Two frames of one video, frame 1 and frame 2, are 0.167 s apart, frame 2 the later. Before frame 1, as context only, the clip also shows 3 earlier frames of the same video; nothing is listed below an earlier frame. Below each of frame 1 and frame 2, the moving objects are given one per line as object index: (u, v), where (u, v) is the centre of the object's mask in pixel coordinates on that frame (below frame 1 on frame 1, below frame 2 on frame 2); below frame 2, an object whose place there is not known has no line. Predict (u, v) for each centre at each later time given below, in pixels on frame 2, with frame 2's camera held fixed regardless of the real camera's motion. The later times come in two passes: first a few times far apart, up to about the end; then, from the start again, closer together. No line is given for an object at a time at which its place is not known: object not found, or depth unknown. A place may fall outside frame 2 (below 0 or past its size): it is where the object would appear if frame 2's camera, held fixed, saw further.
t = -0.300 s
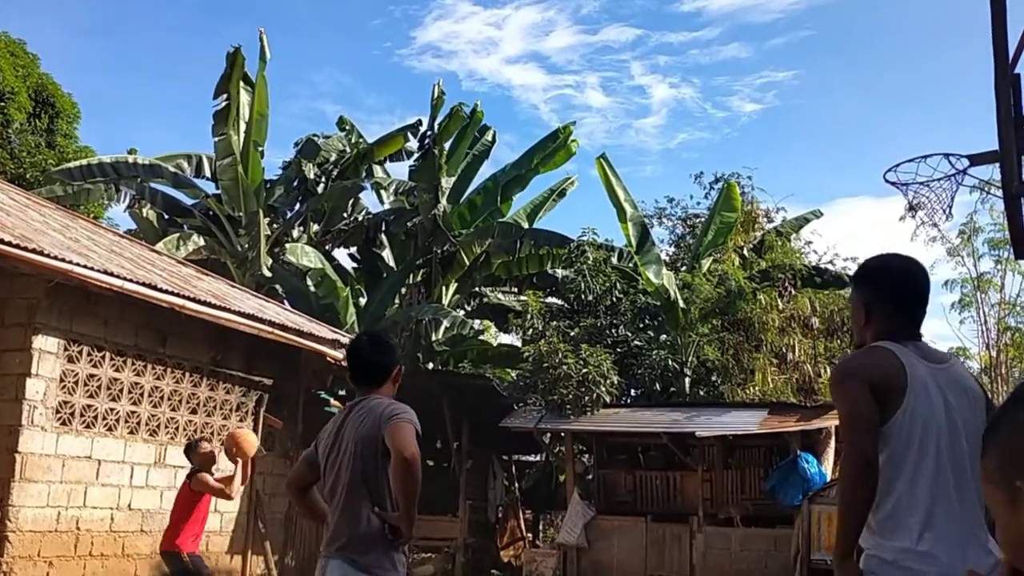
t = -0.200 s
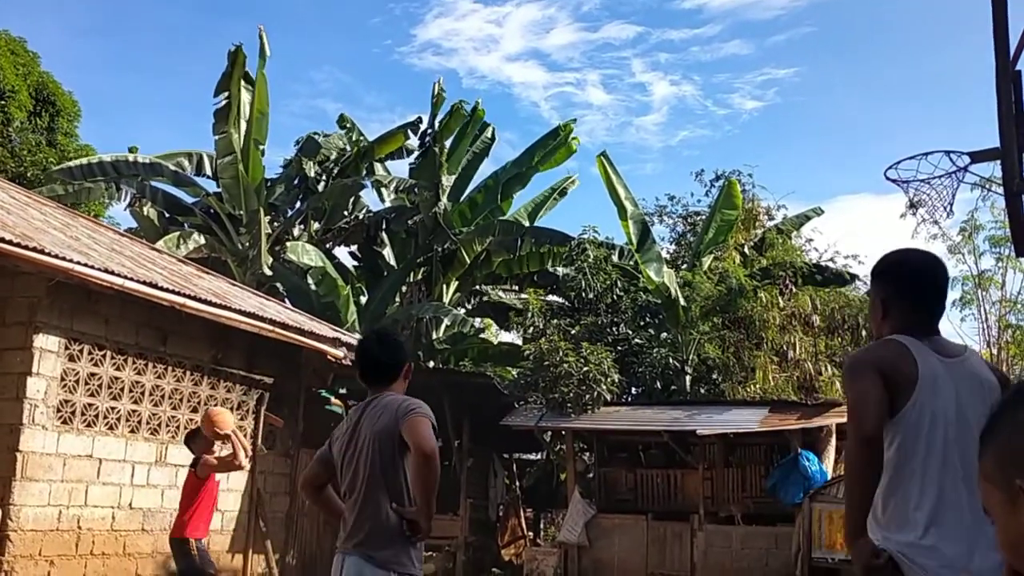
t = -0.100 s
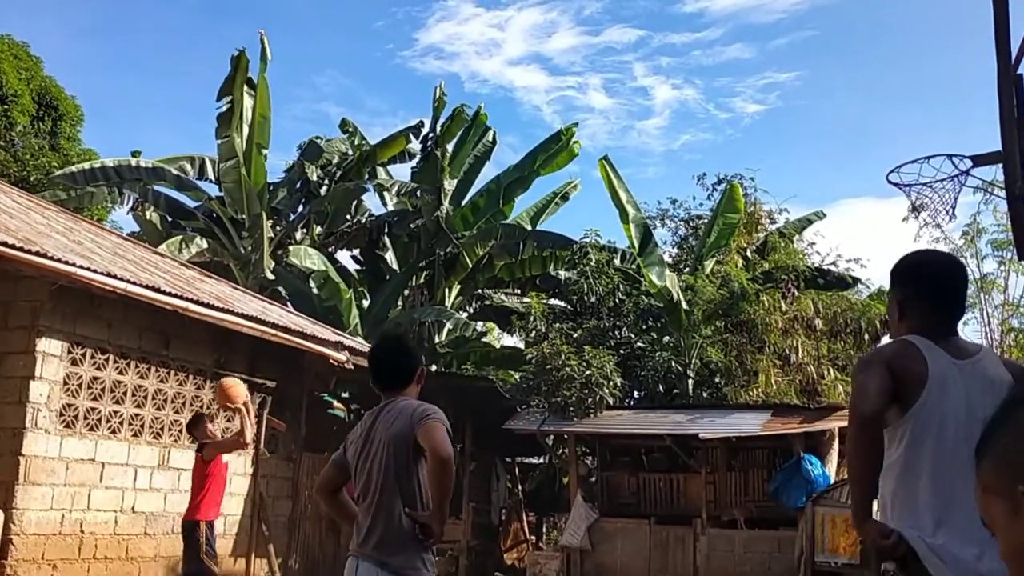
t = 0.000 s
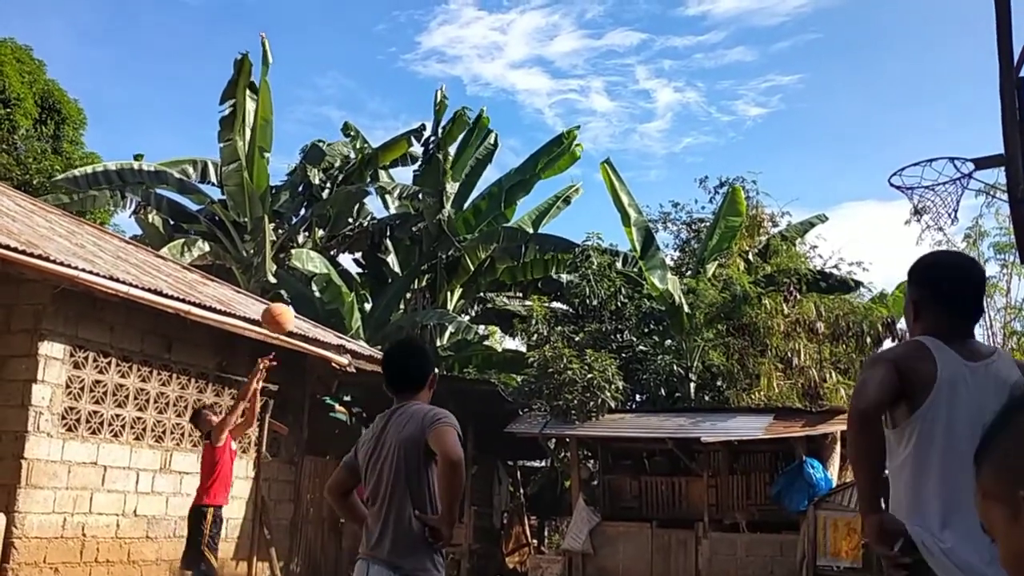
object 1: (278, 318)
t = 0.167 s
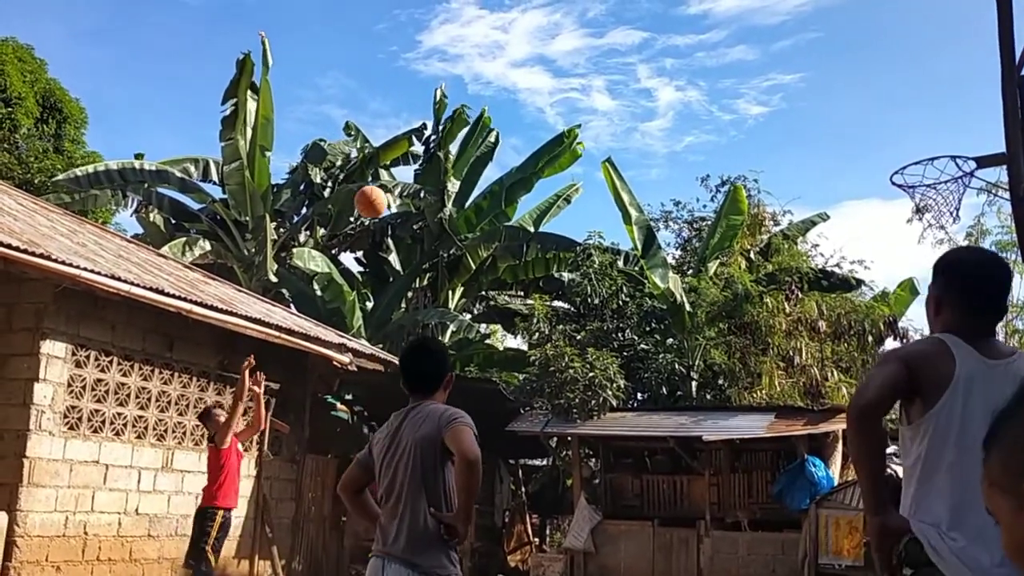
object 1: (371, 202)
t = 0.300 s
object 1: (445, 132)
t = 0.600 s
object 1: (620, 48)
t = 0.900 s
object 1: (825, 82)
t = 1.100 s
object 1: (942, 186)
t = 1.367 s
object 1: (880, 311)
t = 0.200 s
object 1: (389, 183)
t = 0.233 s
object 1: (409, 165)
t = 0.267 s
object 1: (426, 148)
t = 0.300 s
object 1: (445, 132)
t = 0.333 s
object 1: (464, 118)
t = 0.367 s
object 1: (483, 105)
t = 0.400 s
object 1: (501, 93)
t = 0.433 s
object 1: (519, 82)
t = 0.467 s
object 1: (540, 72)
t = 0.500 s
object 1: (559, 64)
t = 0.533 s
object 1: (579, 58)
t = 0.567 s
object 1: (600, 52)
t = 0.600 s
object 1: (620, 48)
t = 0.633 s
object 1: (641, 46)
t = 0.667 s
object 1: (662, 44)
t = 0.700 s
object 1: (683, 45)
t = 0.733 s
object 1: (706, 46)
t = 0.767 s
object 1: (728, 50)
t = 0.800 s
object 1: (751, 55)
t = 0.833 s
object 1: (775, 62)
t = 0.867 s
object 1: (799, 71)
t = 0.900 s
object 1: (825, 82)
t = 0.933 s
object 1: (850, 95)
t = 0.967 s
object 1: (876, 110)
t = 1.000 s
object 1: (903, 128)
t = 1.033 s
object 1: (931, 147)
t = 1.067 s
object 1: (951, 167)
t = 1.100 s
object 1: (942, 186)
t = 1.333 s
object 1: (887, 291)
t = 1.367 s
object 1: (880, 311)
